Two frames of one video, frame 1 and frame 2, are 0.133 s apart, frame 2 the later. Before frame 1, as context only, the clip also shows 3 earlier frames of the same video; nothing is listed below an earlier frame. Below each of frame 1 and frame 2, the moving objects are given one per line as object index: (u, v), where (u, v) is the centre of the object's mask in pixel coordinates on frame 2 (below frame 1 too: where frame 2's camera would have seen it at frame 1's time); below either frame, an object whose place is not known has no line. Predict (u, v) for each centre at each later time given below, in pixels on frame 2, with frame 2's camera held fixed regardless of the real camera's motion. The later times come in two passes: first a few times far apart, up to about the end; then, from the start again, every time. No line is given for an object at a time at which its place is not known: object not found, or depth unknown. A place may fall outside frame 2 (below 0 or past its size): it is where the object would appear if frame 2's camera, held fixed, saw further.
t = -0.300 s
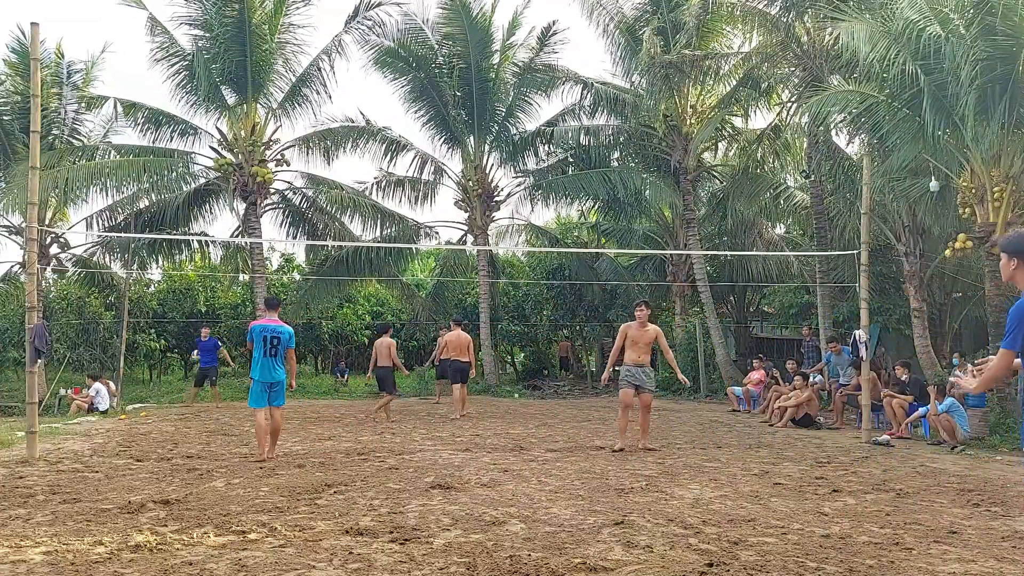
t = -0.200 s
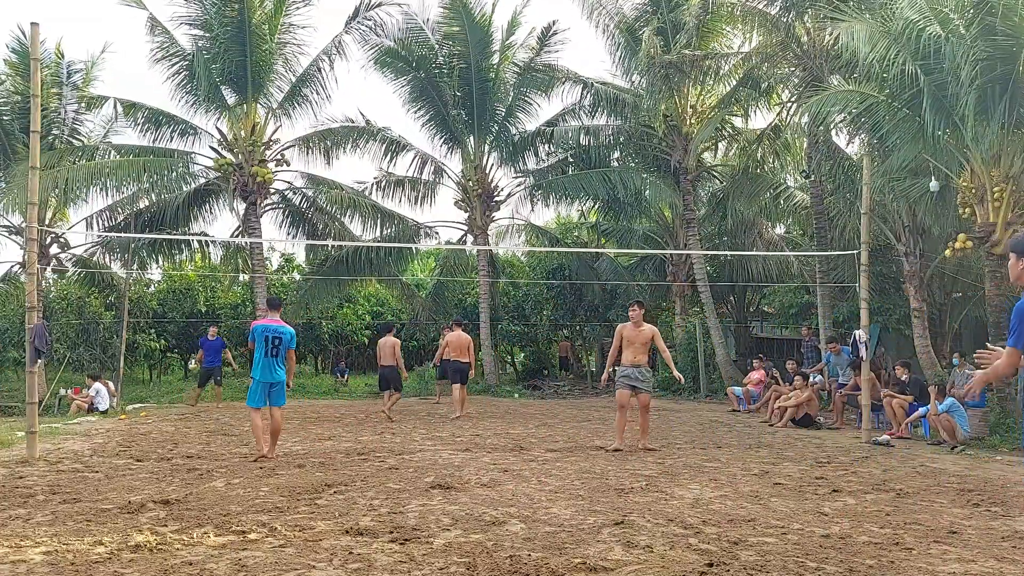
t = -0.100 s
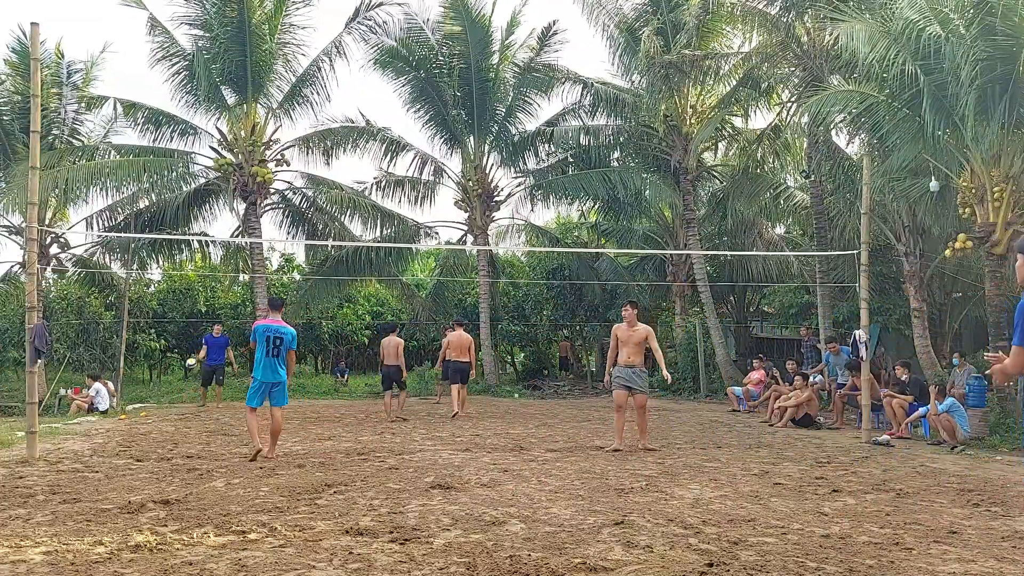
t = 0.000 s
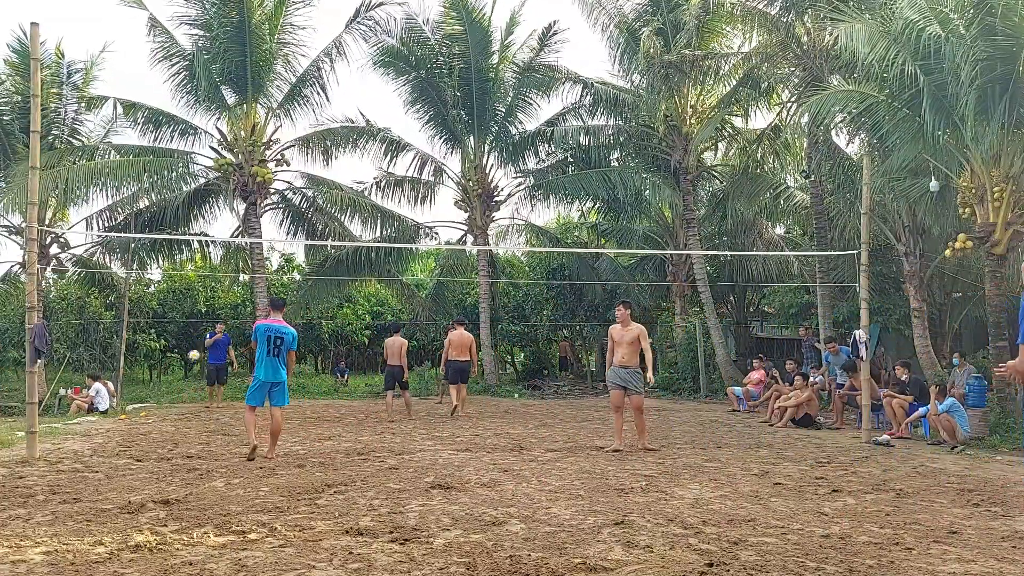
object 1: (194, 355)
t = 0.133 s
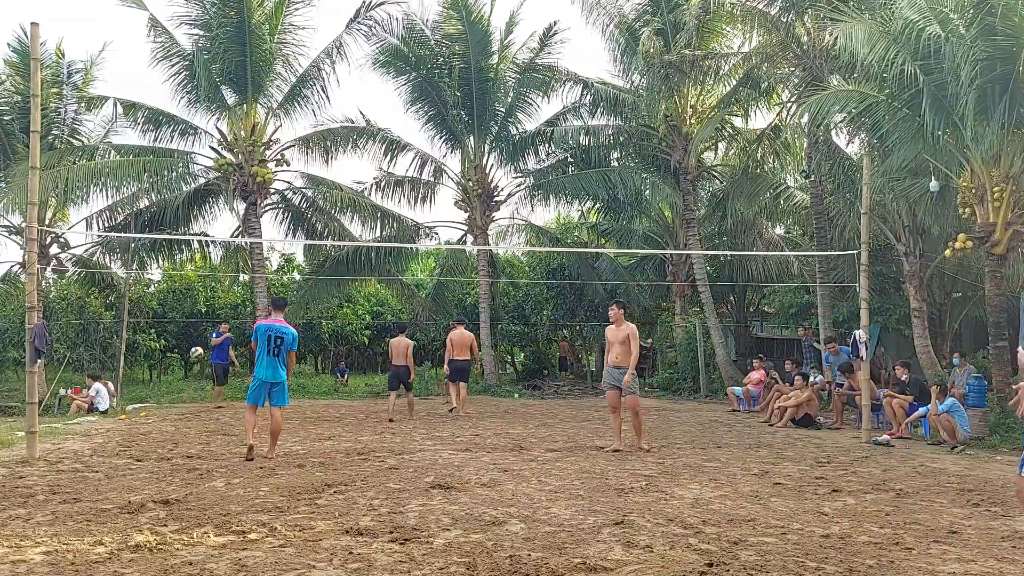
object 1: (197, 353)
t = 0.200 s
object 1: (197, 356)
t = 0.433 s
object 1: (197, 394)
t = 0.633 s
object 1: (198, 417)
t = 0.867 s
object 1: (207, 403)
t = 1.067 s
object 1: (214, 437)
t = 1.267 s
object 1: (219, 456)
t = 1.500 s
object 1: (224, 464)
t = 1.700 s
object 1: (226, 545)
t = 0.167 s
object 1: (197, 354)
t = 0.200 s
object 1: (197, 356)
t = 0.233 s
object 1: (198, 358)
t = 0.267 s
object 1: (198, 361)
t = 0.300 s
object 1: (198, 367)
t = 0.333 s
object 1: (198, 371)
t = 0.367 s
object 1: (198, 378)
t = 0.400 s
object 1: (198, 385)
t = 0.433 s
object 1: (197, 394)
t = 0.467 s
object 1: (197, 404)
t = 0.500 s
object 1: (196, 417)
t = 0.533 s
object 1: (195, 429)
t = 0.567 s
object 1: (196, 428)
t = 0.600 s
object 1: (197, 421)
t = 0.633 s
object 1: (198, 417)
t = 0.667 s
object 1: (200, 412)
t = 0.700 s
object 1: (201, 408)
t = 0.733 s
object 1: (202, 406)
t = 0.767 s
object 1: (204, 403)
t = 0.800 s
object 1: (205, 401)
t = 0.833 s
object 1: (206, 402)
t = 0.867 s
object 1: (207, 403)
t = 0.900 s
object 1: (208, 405)
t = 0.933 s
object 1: (209, 409)
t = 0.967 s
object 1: (210, 413)
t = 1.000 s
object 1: (212, 419)
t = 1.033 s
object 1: (213, 427)
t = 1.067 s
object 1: (214, 437)
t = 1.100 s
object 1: (215, 448)
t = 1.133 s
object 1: (216, 460)
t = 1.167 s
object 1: (216, 474)
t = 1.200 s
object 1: (217, 466)
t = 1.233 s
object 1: (218, 462)
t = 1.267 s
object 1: (219, 456)
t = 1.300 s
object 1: (220, 452)
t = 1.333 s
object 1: (221, 451)
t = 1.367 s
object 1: (222, 450)
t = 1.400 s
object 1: (223, 450)
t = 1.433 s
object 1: (223, 453)
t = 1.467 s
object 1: (224, 458)
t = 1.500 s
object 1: (224, 464)
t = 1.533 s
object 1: (225, 472)
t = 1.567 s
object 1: (225, 483)
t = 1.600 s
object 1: (226, 495)
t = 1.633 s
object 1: (226, 513)
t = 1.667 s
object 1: (226, 533)
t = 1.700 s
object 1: (226, 545)
